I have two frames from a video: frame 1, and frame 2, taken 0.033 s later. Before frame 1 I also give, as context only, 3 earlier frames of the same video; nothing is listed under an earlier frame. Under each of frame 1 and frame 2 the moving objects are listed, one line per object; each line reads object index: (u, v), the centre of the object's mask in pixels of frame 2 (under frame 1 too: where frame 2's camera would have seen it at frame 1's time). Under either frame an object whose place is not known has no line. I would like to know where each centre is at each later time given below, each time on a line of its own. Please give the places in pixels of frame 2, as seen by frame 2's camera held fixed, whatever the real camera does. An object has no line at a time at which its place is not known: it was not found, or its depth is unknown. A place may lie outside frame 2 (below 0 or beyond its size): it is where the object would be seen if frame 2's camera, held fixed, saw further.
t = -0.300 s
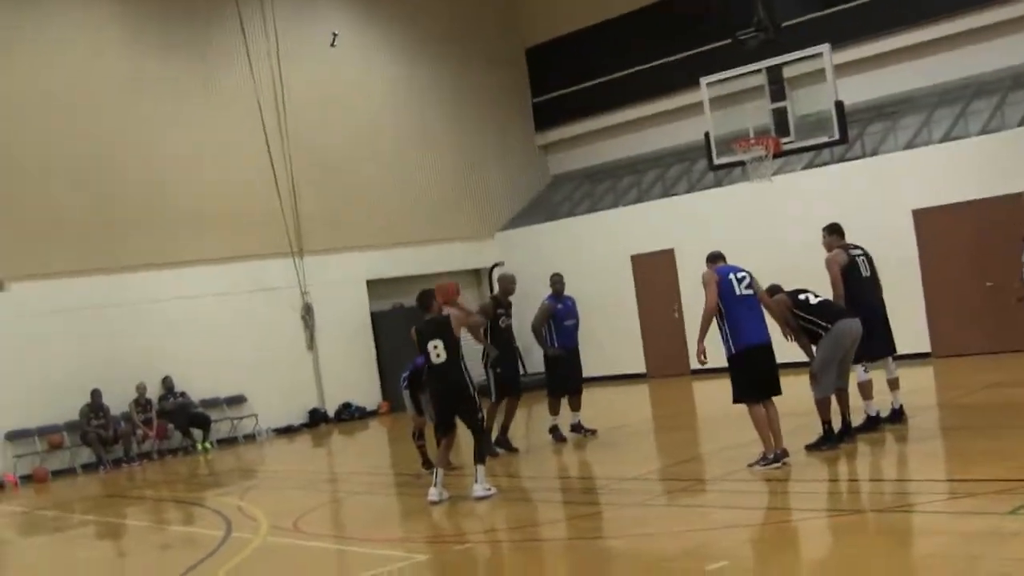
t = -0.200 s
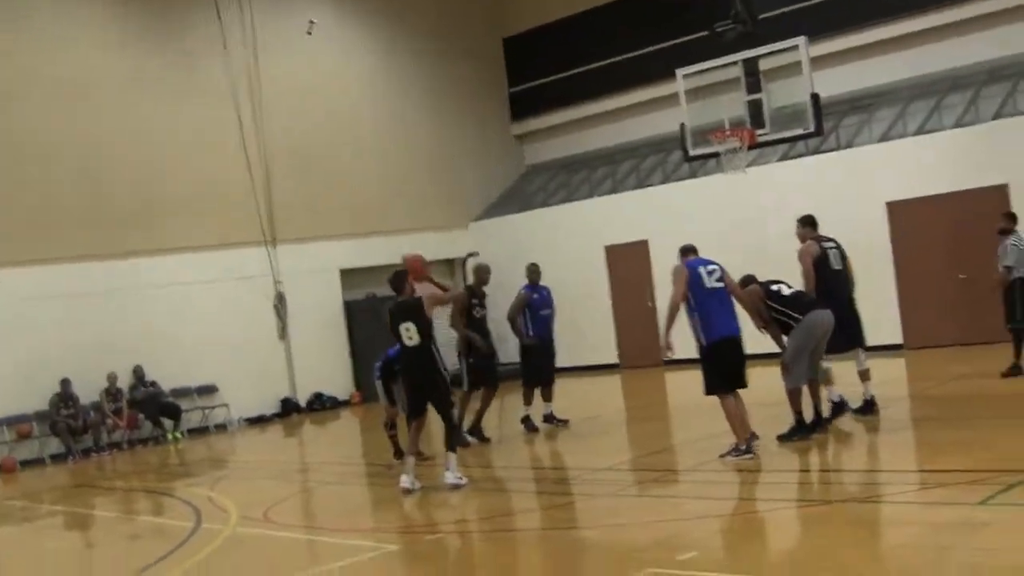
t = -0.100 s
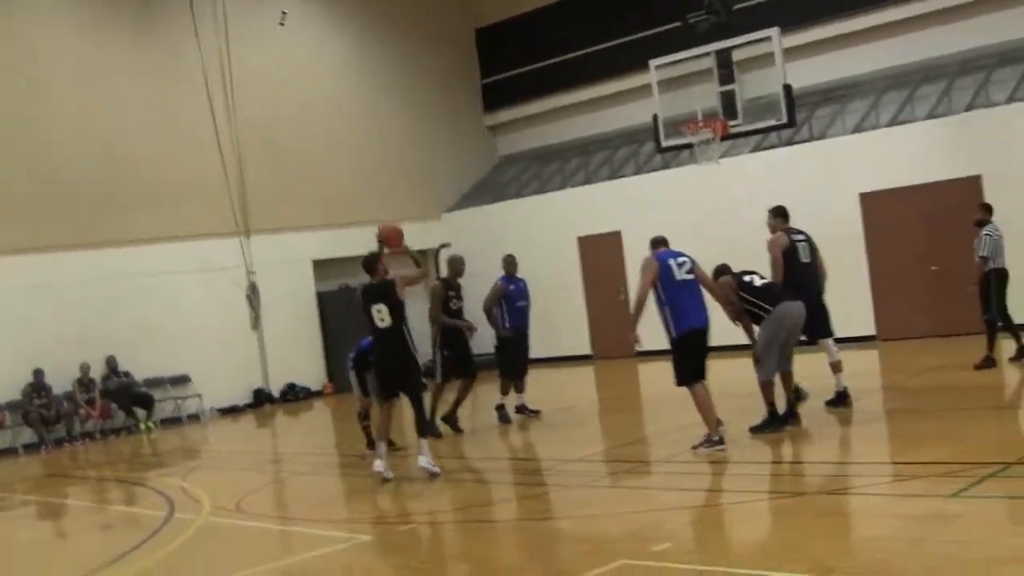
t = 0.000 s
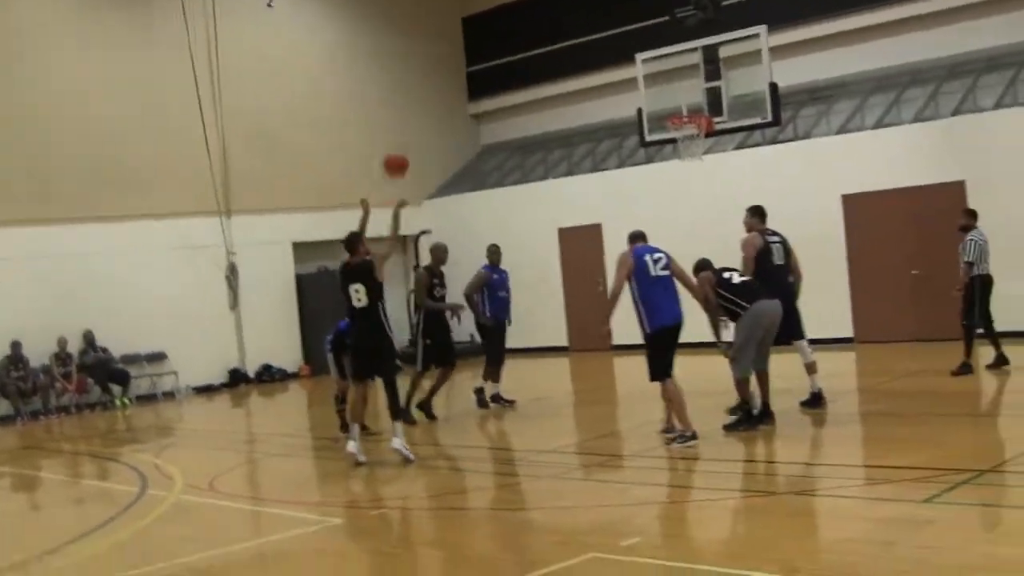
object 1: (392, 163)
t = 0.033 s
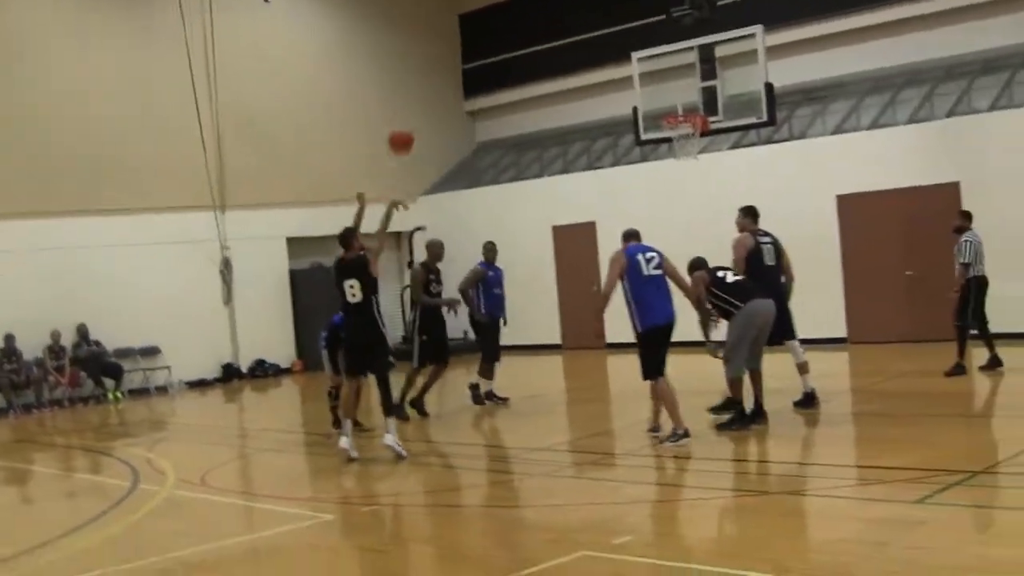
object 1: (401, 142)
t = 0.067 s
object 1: (410, 123)
